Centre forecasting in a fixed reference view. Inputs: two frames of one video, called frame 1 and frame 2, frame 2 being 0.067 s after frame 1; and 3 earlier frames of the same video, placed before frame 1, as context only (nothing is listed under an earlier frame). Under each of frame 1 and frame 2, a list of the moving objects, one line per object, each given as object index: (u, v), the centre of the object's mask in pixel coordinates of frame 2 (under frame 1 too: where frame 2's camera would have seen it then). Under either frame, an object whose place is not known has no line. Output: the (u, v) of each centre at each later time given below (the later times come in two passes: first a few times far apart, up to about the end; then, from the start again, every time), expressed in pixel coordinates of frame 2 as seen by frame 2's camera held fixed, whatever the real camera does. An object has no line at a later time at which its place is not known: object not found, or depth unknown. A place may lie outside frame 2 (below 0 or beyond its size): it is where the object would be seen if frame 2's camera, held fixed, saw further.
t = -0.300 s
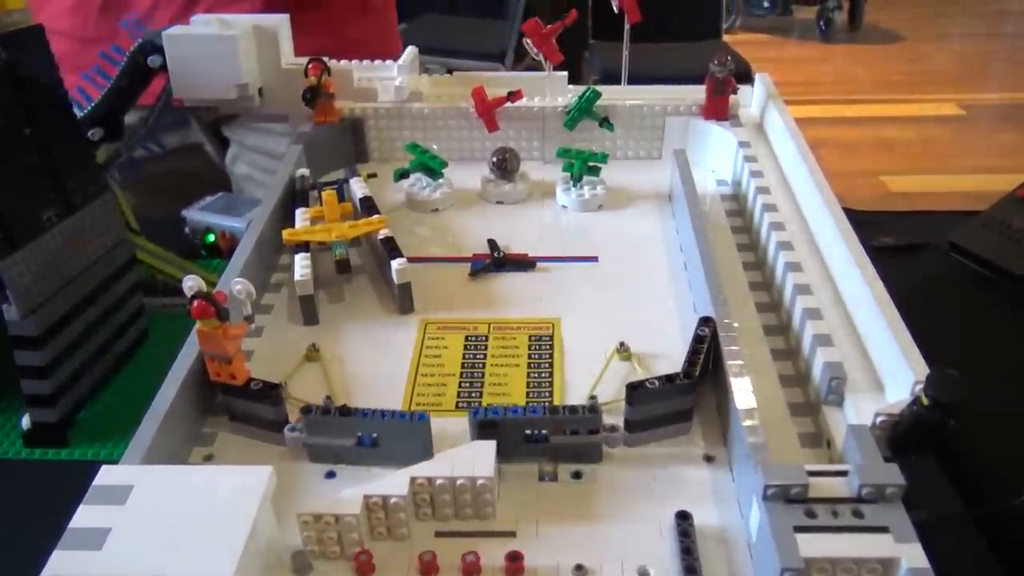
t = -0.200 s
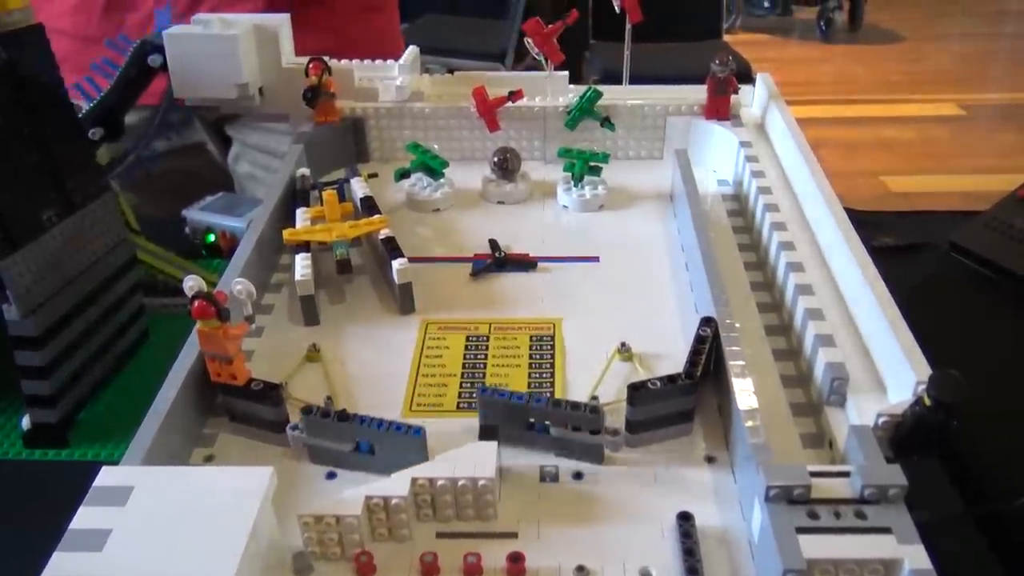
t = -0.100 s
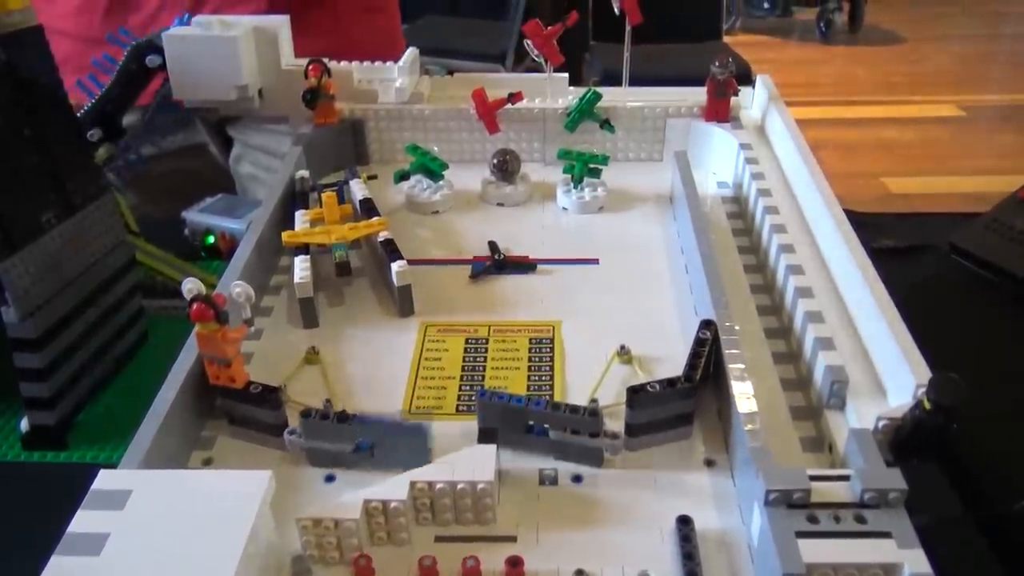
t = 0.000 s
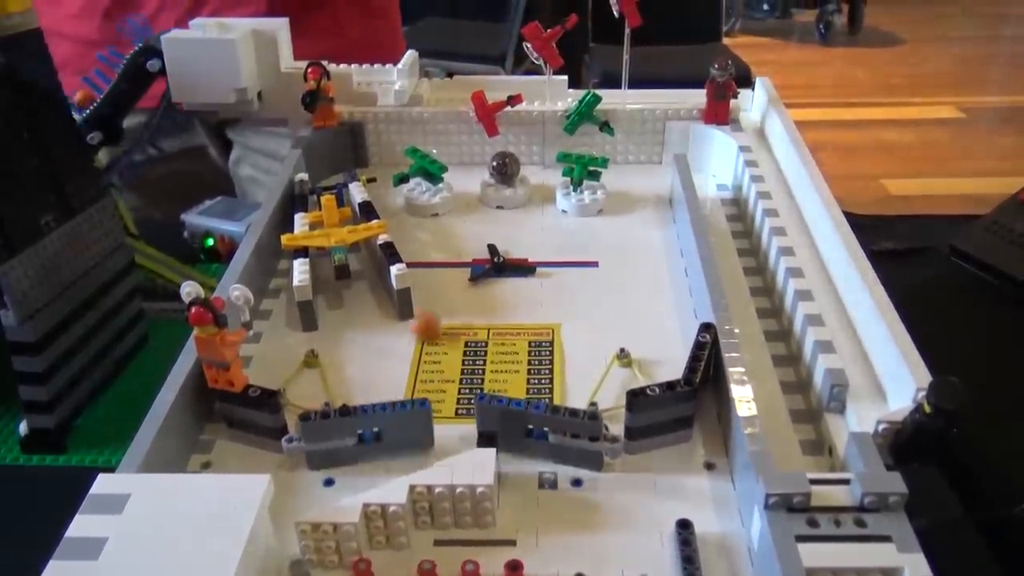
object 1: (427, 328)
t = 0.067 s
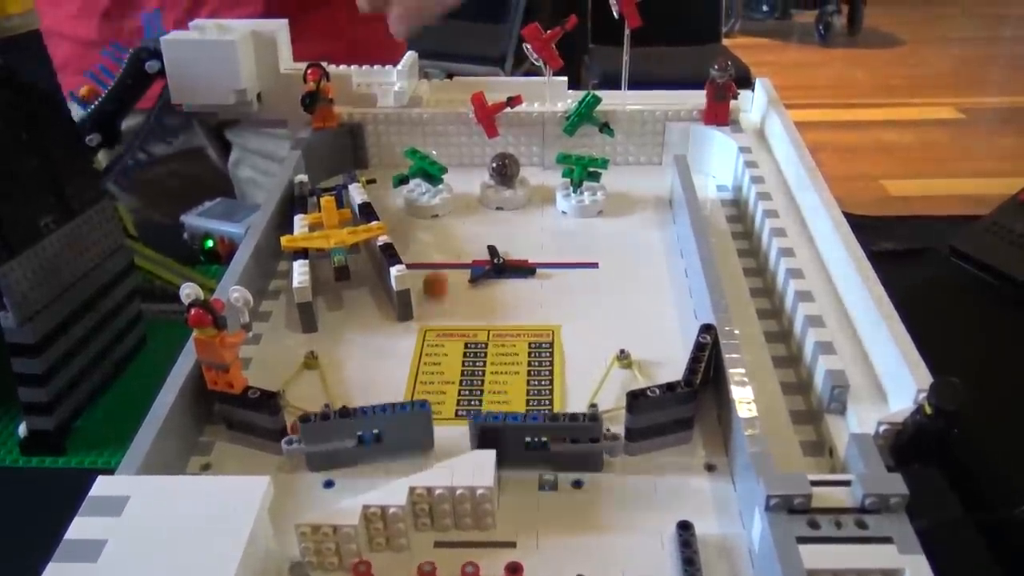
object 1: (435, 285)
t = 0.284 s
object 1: (461, 207)
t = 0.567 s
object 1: (484, 222)
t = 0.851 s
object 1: (438, 281)
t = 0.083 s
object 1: (437, 275)
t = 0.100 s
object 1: (439, 265)
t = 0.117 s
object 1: (441, 256)
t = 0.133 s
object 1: (443, 248)
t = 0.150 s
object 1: (444, 240)
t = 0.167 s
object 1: (445, 233)
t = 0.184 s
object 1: (445, 227)
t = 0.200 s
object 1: (446, 219)
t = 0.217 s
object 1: (447, 214)
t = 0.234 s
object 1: (449, 212)
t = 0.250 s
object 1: (452, 209)
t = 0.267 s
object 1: (457, 208)
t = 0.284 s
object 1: (461, 207)
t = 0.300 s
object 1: (465, 205)
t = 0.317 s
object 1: (469, 204)
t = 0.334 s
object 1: (474, 203)
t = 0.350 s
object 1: (477, 203)
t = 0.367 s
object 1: (478, 203)
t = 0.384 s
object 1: (479, 203)
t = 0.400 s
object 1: (480, 204)
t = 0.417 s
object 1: (480, 205)
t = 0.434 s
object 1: (481, 206)
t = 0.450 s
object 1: (482, 207)
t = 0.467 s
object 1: (482, 208)
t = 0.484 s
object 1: (482, 210)
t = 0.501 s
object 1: (483, 213)
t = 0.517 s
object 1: (483, 214)
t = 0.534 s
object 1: (484, 217)
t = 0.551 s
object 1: (484, 220)
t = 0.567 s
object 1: (484, 222)
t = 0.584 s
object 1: (484, 227)
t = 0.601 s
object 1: (483, 230)
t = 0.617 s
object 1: (482, 233)
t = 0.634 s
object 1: (481, 237)
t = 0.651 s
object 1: (479, 239)
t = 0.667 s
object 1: (476, 241)
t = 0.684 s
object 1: (473, 243)
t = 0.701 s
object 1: (470, 245)
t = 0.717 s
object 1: (467, 248)
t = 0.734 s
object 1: (464, 250)
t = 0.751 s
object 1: (461, 255)
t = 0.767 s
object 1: (458, 258)
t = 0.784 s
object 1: (454, 261)
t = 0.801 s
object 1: (451, 265)
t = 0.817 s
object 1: (446, 270)
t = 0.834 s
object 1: (443, 274)
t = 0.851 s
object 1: (438, 281)
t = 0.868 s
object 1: (434, 285)
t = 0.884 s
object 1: (430, 289)
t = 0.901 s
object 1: (425, 295)
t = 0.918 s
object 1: (424, 300)
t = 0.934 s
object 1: (426, 304)
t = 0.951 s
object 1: (428, 308)
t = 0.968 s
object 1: (432, 312)
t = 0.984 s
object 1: (435, 317)
